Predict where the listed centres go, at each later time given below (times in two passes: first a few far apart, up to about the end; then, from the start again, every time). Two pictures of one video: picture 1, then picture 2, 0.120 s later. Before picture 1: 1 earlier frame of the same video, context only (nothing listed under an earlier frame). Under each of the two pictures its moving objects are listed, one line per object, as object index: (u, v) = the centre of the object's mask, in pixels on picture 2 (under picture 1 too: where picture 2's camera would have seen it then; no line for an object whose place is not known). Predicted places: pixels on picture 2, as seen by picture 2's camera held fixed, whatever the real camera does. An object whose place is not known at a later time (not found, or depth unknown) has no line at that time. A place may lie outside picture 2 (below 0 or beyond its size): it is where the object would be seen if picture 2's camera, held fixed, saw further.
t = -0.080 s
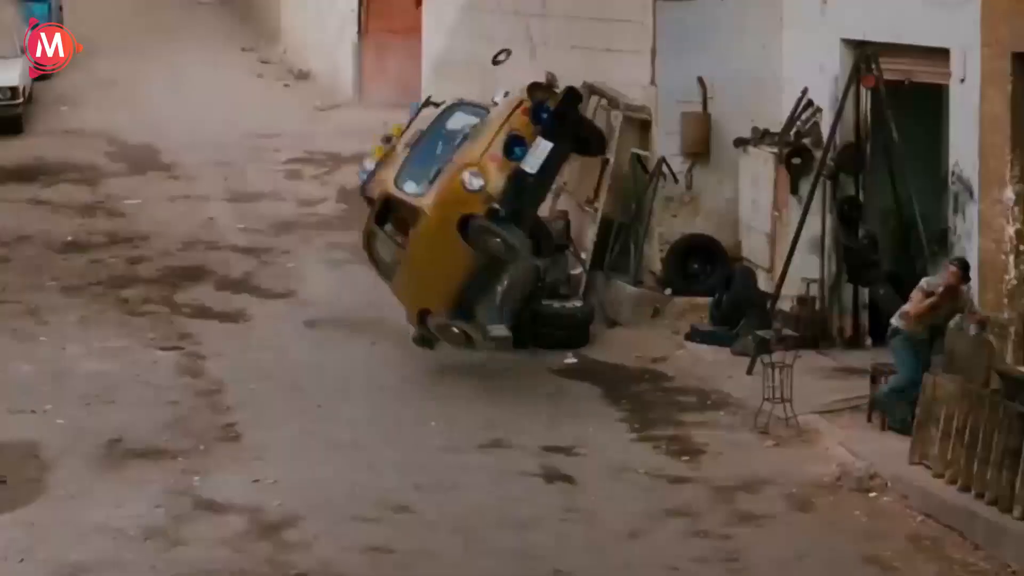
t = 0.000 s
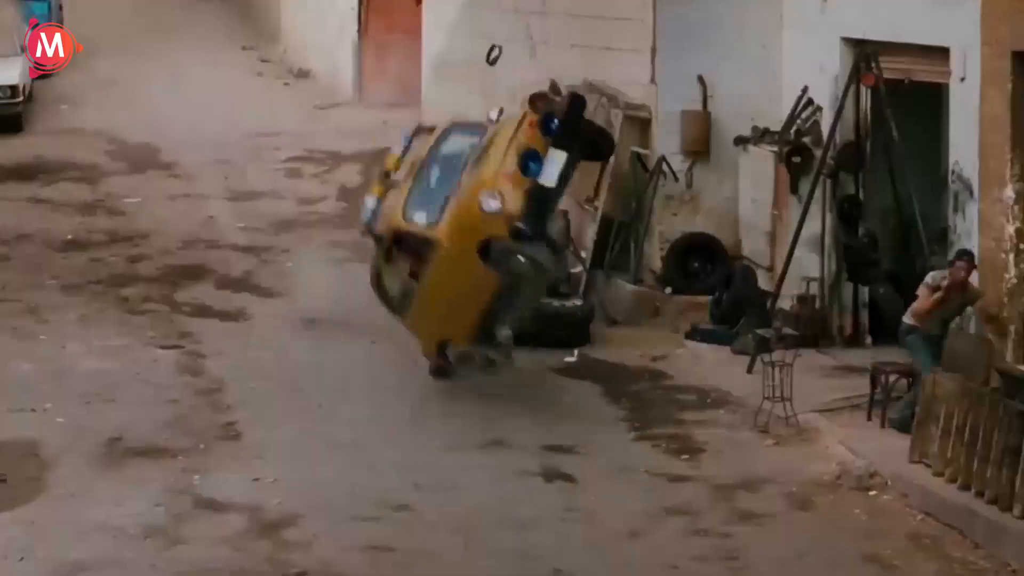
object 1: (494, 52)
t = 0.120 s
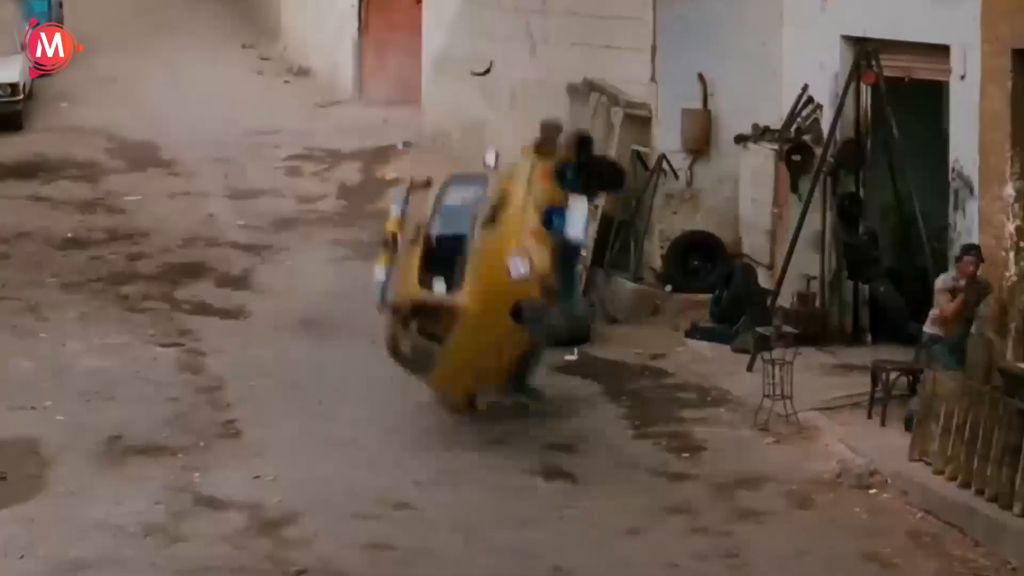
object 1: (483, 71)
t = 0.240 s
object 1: (466, 93)
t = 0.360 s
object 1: (462, 134)
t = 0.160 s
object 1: (474, 78)
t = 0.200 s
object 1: (471, 82)
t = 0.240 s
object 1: (466, 93)
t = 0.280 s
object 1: (462, 105)
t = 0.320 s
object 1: (464, 121)
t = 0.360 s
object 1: (462, 134)
